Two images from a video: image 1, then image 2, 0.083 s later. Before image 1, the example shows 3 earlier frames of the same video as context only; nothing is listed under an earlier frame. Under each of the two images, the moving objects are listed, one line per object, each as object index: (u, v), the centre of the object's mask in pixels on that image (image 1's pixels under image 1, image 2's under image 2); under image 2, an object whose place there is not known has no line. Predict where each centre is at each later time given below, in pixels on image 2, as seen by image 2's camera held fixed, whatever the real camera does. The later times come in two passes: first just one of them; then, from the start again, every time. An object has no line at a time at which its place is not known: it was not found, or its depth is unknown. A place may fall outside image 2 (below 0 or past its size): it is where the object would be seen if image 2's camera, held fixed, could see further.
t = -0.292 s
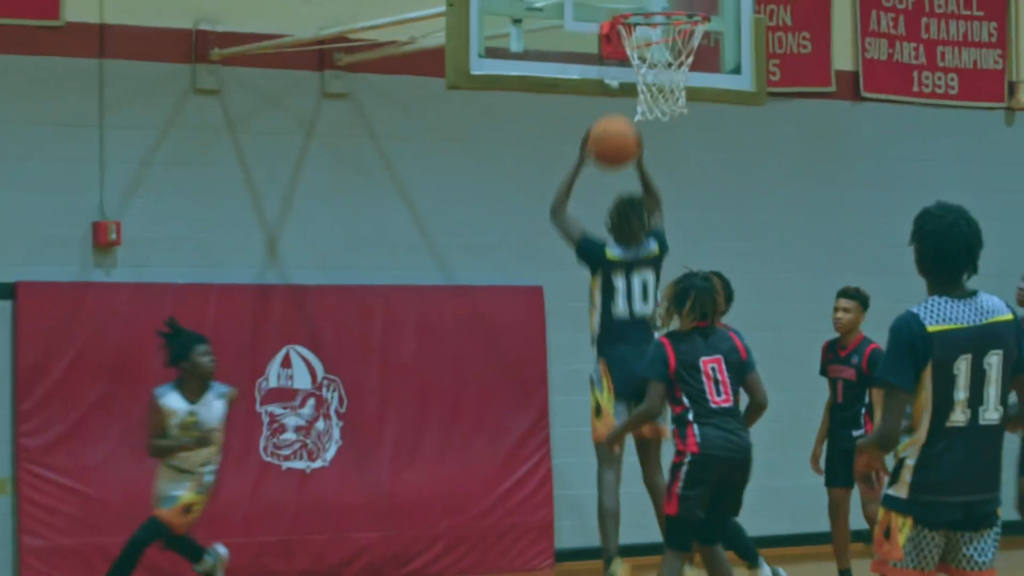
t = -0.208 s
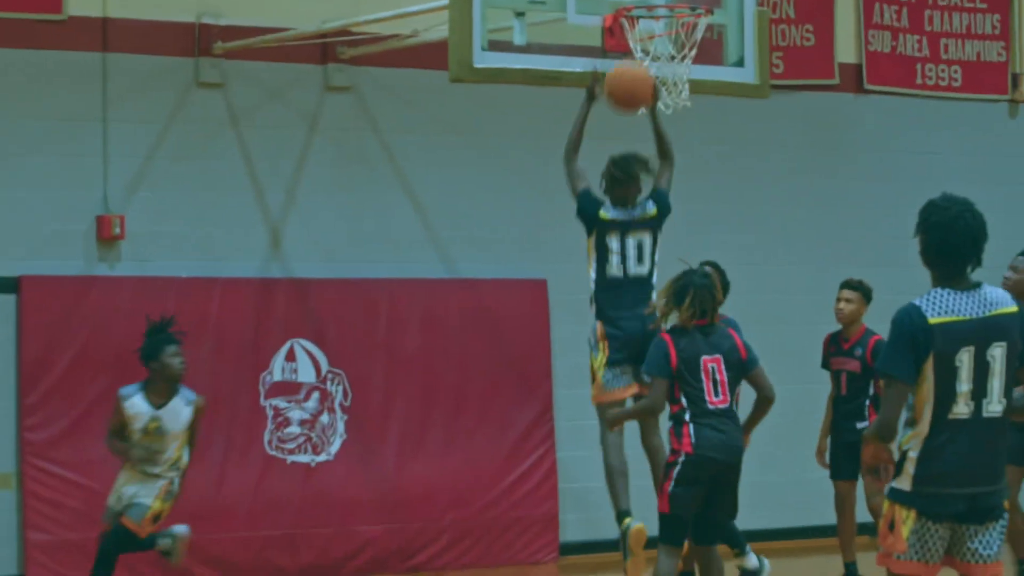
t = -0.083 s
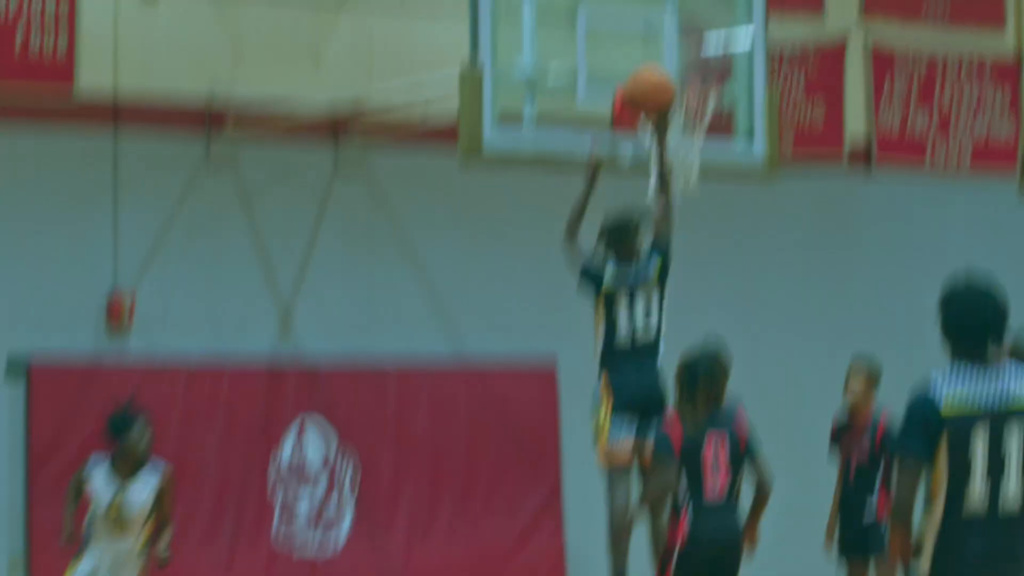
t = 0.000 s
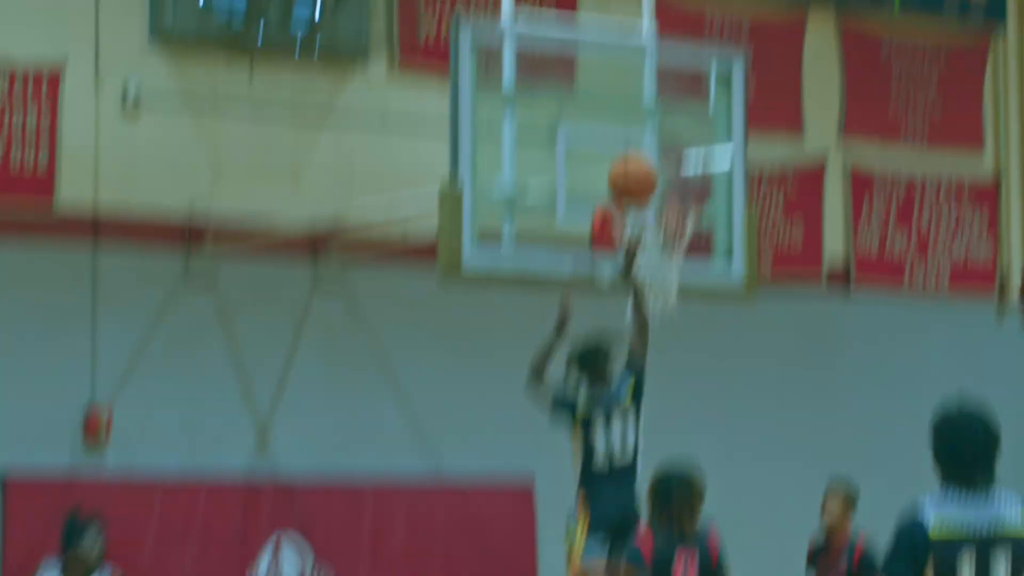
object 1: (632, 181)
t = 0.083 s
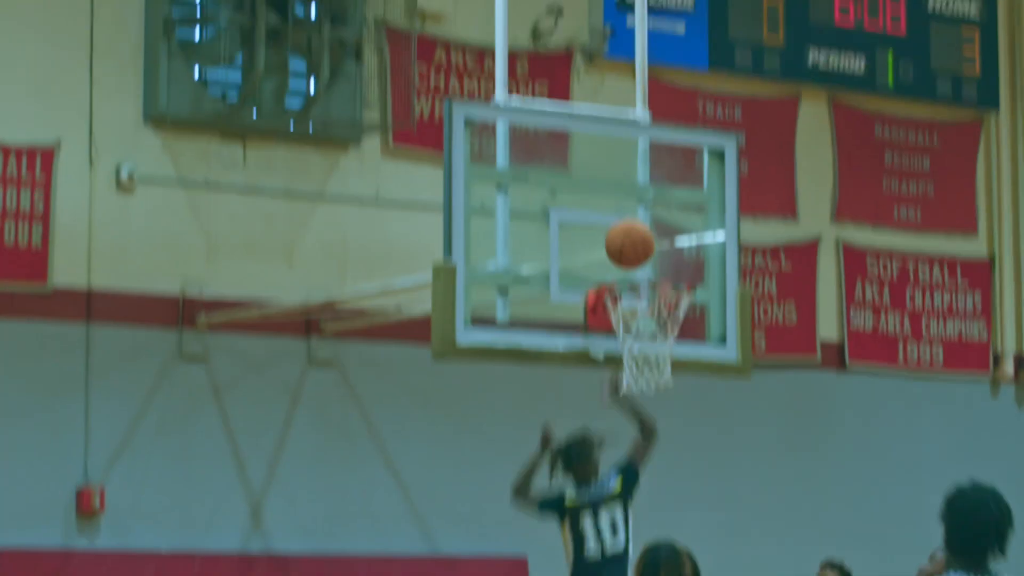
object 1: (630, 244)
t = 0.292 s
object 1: (638, 263)
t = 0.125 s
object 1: (631, 242)
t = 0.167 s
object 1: (633, 243)
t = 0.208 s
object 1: (635, 247)
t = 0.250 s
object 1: (636, 254)
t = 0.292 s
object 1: (638, 263)
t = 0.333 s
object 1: (639, 277)
